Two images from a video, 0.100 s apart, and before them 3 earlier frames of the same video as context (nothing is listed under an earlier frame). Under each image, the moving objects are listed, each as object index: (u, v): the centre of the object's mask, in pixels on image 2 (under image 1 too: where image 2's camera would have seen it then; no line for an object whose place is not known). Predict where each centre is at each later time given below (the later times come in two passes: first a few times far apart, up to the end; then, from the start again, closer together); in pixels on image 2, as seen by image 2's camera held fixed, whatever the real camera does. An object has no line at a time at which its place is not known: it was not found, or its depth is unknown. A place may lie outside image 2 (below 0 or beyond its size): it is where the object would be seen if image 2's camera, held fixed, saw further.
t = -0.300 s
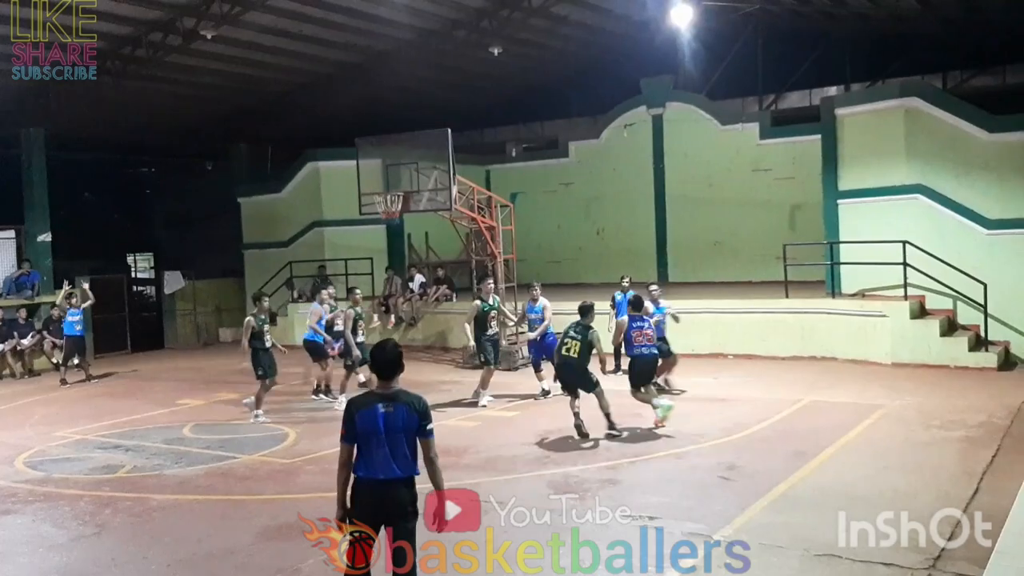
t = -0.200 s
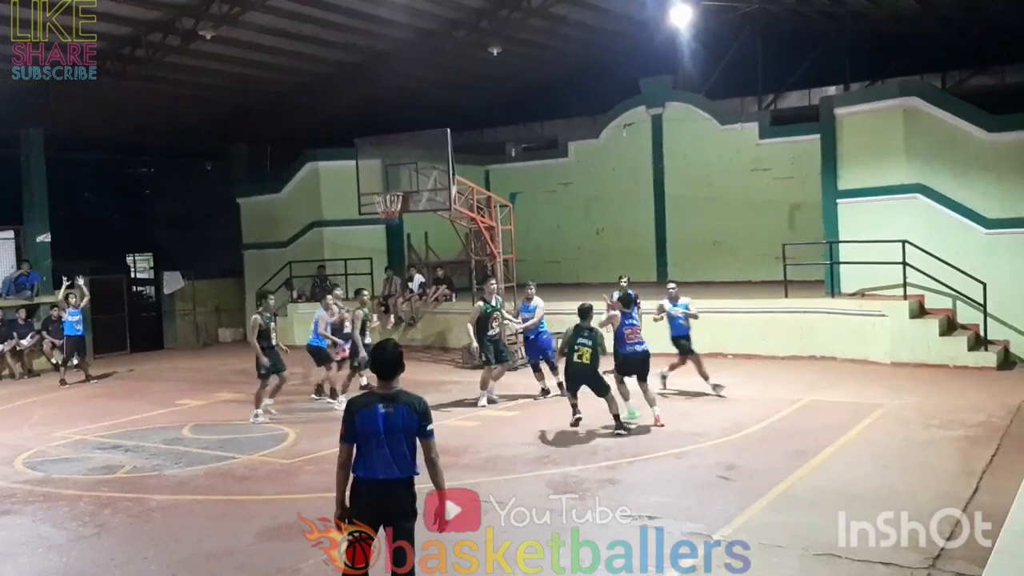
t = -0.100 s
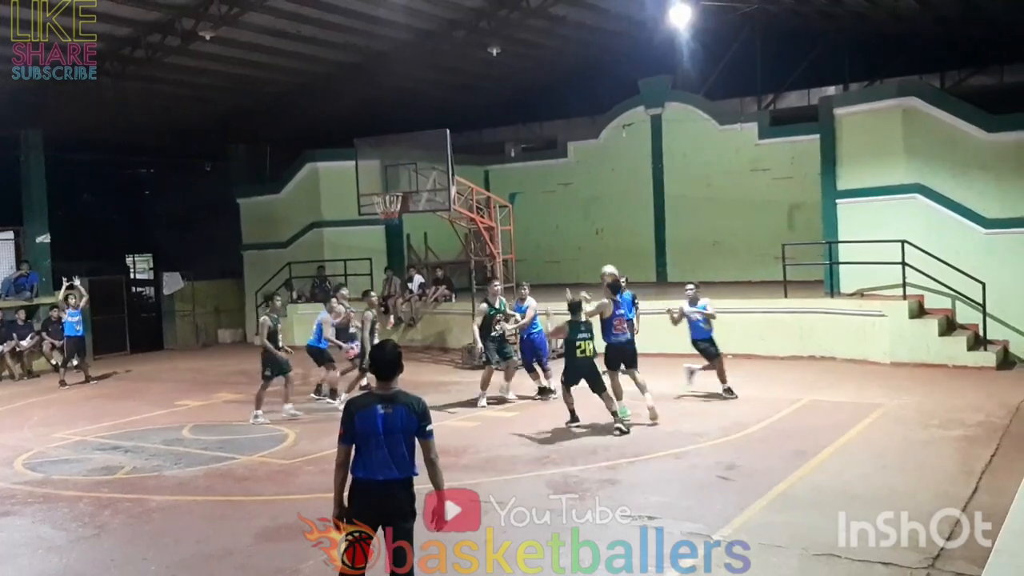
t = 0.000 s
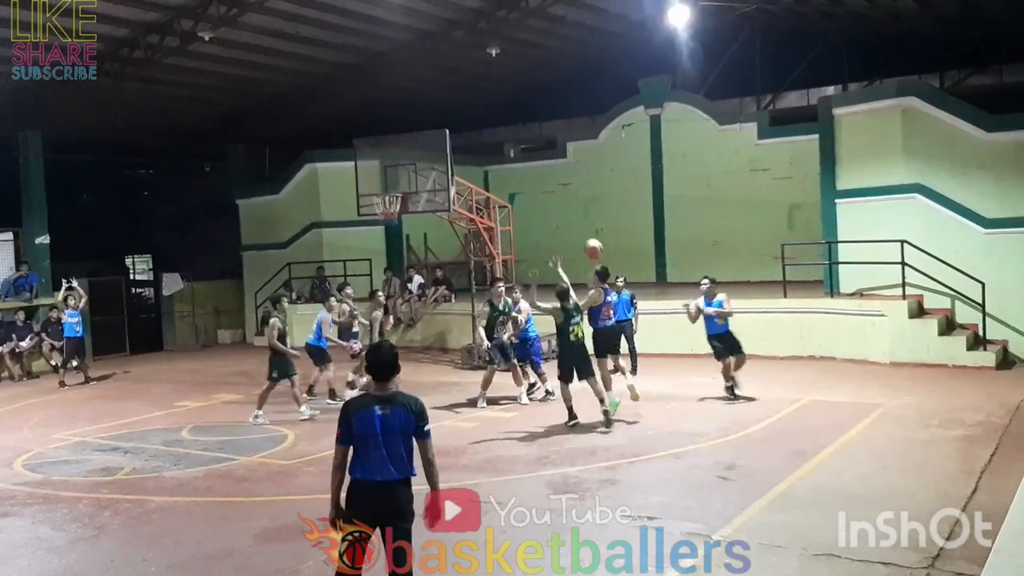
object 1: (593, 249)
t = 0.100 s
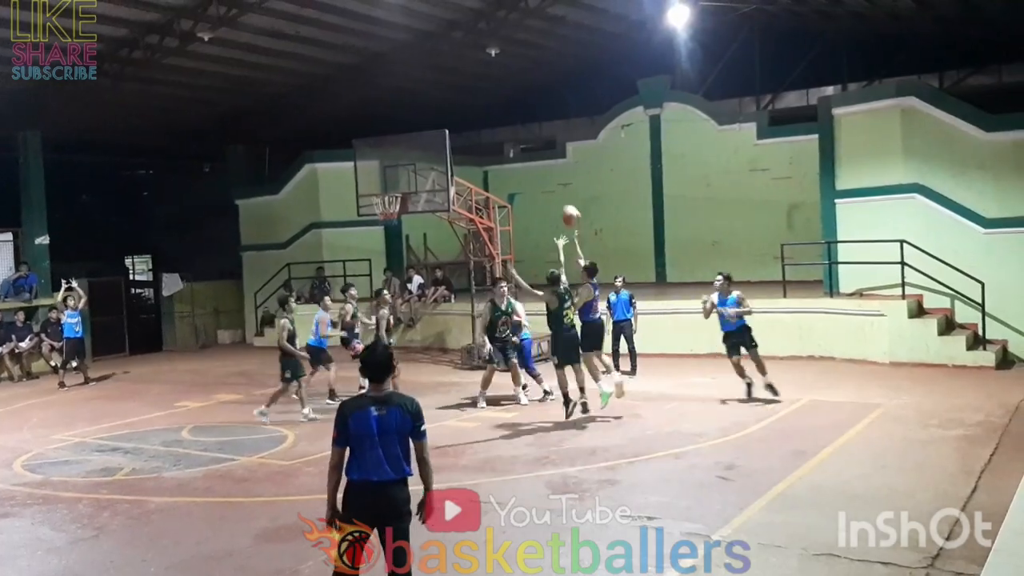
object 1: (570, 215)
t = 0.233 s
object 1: (534, 174)
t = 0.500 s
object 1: (470, 137)
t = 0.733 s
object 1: (422, 145)
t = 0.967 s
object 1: (381, 189)
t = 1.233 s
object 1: (404, 206)
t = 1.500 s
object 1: (400, 230)
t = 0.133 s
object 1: (560, 203)
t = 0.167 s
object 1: (552, 193)
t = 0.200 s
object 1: (543, 183)
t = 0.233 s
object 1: (534, 174)
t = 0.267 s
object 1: (525, 166)
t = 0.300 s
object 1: (517, 159)
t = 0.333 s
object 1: (509, 154)
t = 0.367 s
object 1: (502, 149)
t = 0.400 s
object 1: (493, 145)
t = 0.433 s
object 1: (485, 141)
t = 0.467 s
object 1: (478, 139)
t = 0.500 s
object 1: (470, 137)
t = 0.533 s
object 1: (462, 136)
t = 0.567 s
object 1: (456, 135)
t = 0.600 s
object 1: (449, 136)
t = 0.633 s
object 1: (442, 136)
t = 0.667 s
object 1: (435, 139)
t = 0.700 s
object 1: (429, 142)
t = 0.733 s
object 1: (422, 145)
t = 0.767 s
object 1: (416, 150)
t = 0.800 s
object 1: (410, 154)
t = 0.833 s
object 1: (404, 159)
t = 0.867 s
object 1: (399, 165)
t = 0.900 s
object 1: (393, 172)
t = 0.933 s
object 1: (386, 181)
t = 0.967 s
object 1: (381, 189)
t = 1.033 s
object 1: (388, 205)
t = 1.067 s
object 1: (390, 205)
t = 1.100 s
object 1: (394, 204)
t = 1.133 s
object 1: (398, 203)
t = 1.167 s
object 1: (399, 204)
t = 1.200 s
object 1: (401, 204)
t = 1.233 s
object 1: (404, 206)
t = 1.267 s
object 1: (404, 205)
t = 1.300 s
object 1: (404, 207)
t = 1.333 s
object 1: (403, 208)
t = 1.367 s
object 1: (402, 211)
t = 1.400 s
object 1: (402, 216)
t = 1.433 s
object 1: (401, 219)
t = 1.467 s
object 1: (401, 225)
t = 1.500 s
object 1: (400, 230)
